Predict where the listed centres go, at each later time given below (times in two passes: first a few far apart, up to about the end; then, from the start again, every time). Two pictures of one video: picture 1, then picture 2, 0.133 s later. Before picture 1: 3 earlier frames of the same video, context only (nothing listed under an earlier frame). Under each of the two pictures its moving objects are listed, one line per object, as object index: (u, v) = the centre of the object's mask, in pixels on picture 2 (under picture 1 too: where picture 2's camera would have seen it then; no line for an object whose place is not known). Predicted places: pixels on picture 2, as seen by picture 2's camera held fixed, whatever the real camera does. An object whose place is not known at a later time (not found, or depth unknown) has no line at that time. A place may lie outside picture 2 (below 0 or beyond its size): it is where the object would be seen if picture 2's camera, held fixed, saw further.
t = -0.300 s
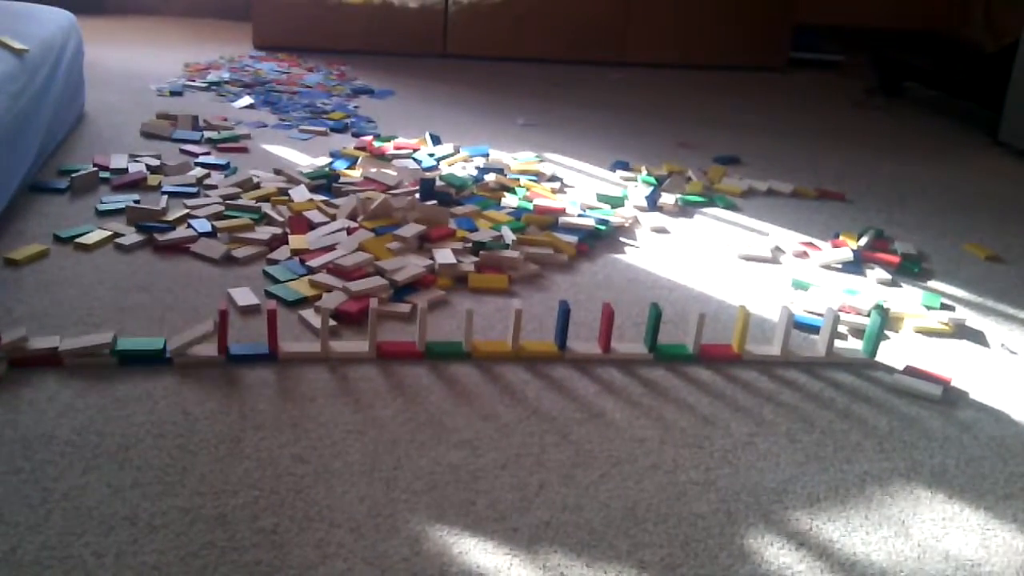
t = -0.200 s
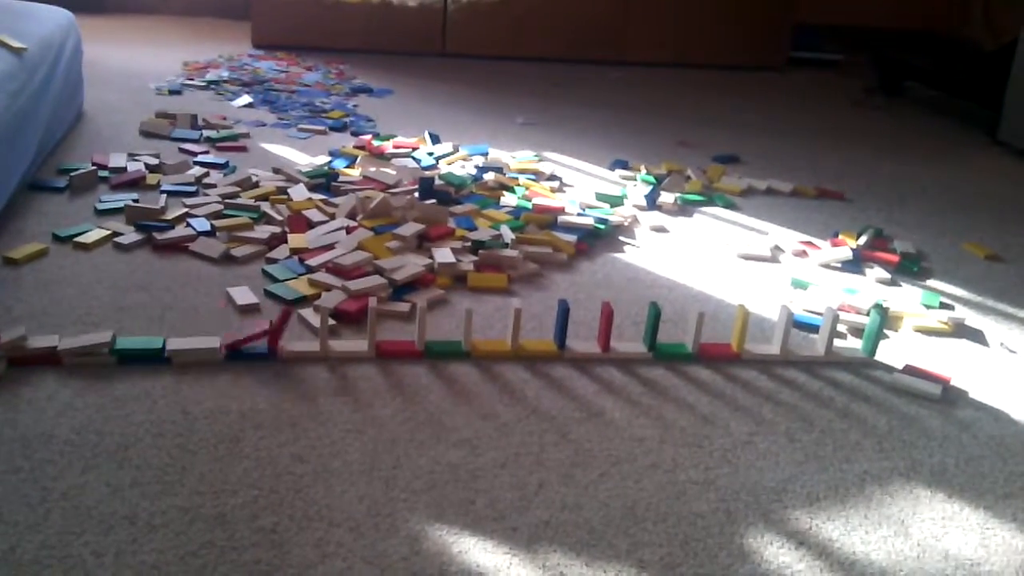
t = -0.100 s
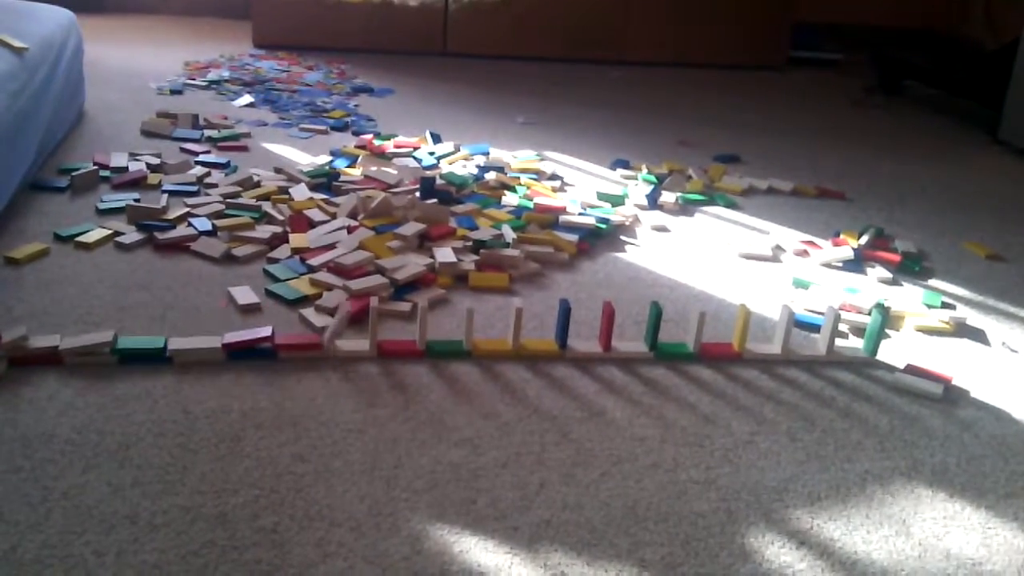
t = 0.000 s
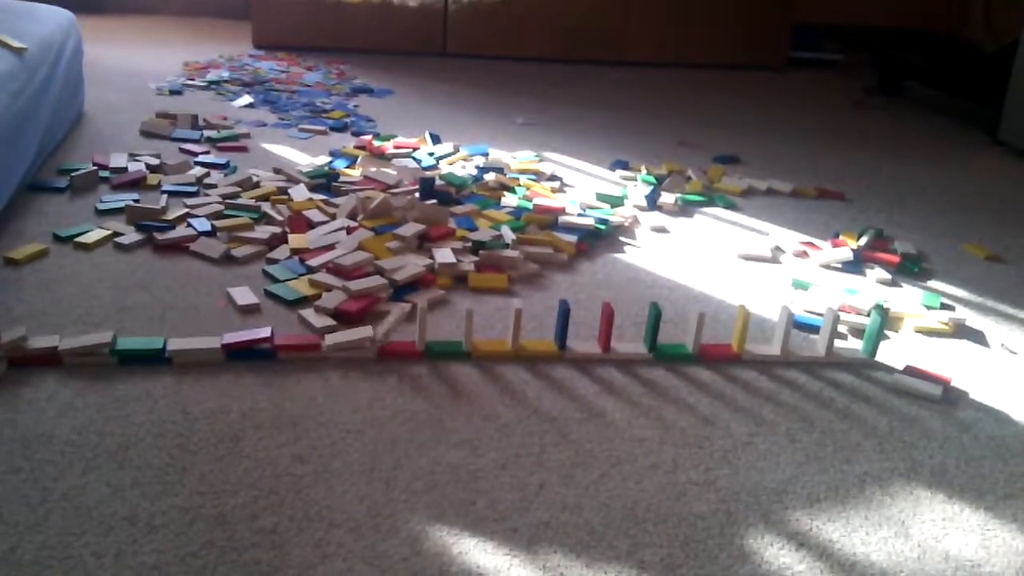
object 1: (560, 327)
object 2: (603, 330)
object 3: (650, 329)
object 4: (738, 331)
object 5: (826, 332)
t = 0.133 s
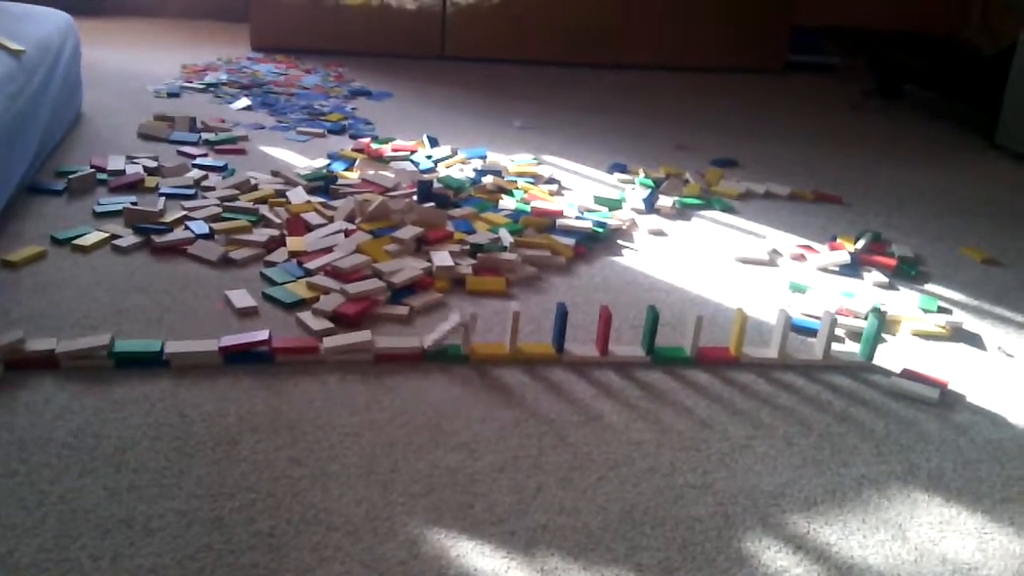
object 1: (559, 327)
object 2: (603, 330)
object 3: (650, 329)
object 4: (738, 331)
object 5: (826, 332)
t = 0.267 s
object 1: (560, 327)
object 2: (604, 330)
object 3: (650, 330)
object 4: (738, 331)
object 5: (826, 330)
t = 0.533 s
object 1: (583, 343)
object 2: (626, 348)
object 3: (662, 328)
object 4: (738, 331)
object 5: (825, 333)
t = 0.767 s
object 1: (582, 343)
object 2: (626, 349)
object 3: (682, 343)
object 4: (750, 334)
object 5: (826, 330)
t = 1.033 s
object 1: (582, 343)
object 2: (626, 349)
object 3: (680, 344)
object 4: (758, 344)
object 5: (845, 343)
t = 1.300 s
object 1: (582, 343)
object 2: (627, 349)
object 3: (680, 344)
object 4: (759, 344)
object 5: (848, 355)
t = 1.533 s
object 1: (582, 342)
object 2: (626, 349)
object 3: (679, 344)
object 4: (758, 344)
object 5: (848, 355)
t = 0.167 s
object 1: (559, 327)
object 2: (603, 330)
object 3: (650, 329)
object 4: (738, 332)
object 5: (826, 332)
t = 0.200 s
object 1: (560, 327)
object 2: (603, 330)
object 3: (650, 329)
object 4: (738, 332)
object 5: (826, 332)
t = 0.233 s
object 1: (560, 327)
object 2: (603, 330)
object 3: (650, 330)
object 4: (738, 331)
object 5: (826, 332)
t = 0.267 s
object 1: (560, 327)
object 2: (604, 330)
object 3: (650, 330)
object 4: (738, 331)
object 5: (826, 330)
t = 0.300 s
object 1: (565, 327)
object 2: (603, 330)
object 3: (650, 330)
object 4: (738, 331)
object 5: (826, 330)
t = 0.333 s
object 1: (572, 327)
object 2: (603, 330)
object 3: (650, 330)
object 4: (738, 331)
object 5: (825, 333)
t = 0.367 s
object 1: (577, 329)
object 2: (603, 330)
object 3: (650, 330)
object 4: (738, 332)
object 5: (825, 332)
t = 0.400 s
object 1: (582, 331)
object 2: (605, 330)
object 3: (650, 329)
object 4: (738, 332)
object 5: (825, 332)
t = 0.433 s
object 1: (582, 337)
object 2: (611, 331)
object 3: (650, 329)
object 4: (738, 332)
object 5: (825, 333)
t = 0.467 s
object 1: (584, 341)
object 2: (619, 342)
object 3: (650, 329)
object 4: (738, 332)
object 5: (825, 333)
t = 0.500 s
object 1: (583, 343)
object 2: (625, 346)
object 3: (654, 329)
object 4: (738, 331)
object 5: (825, 333)
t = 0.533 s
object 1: (583, 343)
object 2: (626, 348)
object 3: (662, 328)
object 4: (738, 331)
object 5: (825, 333)
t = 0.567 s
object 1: (583, 343)
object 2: (626, 348)
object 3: (670, 330)
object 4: (738, 332)
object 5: (826, 333)
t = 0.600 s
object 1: (583, 344)
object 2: (626, 348)
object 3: (677, 331)
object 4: (738, 332)
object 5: (826, 331)
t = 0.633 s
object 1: (583, 343)
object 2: (626, 348)
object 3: (684, 336)
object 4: (738, 332)
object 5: (826, 330)
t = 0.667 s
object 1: (583, 343)
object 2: (626, 349)
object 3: (689, 340)
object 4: (738, 332)
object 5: (826, 330)
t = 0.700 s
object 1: (583, 343)
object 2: (627, 349)
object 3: (684, 341)
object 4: (738, 332)
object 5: (826, 329)
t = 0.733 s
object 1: (583, 343)
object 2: (627, 349)
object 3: (683, 342)
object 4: (745, 332)
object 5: (826, 330)
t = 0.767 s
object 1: (582, 343)
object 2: (626, 349)
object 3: (682, 343)
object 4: (750, 334)
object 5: (826, 330)
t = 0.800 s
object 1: (583, 344)
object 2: (626, 349)
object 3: (681, 344)
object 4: (753, 334)
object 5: (826, 330)
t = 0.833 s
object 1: (582, 343)
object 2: (626, 349)
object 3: (681, 344)
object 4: (756, 334)
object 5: (826, 330)
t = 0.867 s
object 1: (582, 343)
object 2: (626, 349)
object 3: (680, 343)
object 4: (758, 337)
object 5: (826, 330)
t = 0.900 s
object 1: (582, 343)
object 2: (626, 349)
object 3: (680, 344)
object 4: (761, 338)
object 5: (826, 330)
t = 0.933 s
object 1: (582, 343)
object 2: (626, 349)
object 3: (680, 344)
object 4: (760, 344)
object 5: (827, 329)
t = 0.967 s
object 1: (582, 343)
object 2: (626, 349)
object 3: (679, 344)
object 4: (758, 344)
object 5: (832, 329)
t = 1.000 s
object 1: (582, 343)
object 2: (626, 349)
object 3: (680, 343)
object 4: (758, 344)
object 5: (838, 339)
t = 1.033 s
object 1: (582, 343)
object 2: (626, 349)
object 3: (680, 344)
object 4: (758, 344)
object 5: (845, 343)
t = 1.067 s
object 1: (582, 343)
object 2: (626, 349)
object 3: (680, 343)
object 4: (758, 344)
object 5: (846, 350)
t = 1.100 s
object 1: (582, 343)
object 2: (626, 349)
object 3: (680, 343)
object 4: (758, 344)
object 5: (848, 355)
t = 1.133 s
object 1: (582, 343)
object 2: (626, 349)
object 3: (680, 343)
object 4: (758, 344)
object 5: (848, 355)
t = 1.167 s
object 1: (582, 343)
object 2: (626, 349)
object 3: (680, 343)
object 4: (757, 344)
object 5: (848, 355)
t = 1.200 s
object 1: (582, 343)
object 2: (626, 349)
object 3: (680, 343)
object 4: (758, 344)
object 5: (848, 355)
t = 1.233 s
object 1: (582, 343)
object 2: (626, 349)
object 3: (680, 343)
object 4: (757, 344)
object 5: (847, 354)
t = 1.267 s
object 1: (582, 343)
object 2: (626, 349)
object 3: (680, 343)
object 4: (758, 344)
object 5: (847, 355)
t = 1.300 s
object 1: (582, 343)
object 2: (627, 349)
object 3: (680, 344)
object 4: (759, 344)
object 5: (848, 355)
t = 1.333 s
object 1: (582, 343)
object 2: (627, 349)
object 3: (680, 344)
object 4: (758, 344)
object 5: (847, 355)
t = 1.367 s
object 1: (582, 343)
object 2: (627, 349)
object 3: (680, 344)
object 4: (759, 344)
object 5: (849, 355)
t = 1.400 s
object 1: (582, 343)
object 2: (626, 349)
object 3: (680, 344)
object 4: (758, 344)
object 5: (848, 355)
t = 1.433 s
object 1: (582, 343)
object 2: (626, 349)
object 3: (679, 344)
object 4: (757, 344)
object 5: (848, 355)
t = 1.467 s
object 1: (582, 342)
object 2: (626, 349)
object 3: (679, 344)
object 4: (758, 344)
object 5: (848, 355)
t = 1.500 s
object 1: (582, 342)
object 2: (627, 349)
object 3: (679, 344)
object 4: (758, 344)
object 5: (848, 355)
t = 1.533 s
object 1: (582, 342)
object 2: (626, 349)
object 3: (679, 344)
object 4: (758, 344)
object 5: (848, 355)
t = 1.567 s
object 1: (582, 342)
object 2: (626, 348)
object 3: (679, 343)
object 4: (757, 343)
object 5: (848, 355)
